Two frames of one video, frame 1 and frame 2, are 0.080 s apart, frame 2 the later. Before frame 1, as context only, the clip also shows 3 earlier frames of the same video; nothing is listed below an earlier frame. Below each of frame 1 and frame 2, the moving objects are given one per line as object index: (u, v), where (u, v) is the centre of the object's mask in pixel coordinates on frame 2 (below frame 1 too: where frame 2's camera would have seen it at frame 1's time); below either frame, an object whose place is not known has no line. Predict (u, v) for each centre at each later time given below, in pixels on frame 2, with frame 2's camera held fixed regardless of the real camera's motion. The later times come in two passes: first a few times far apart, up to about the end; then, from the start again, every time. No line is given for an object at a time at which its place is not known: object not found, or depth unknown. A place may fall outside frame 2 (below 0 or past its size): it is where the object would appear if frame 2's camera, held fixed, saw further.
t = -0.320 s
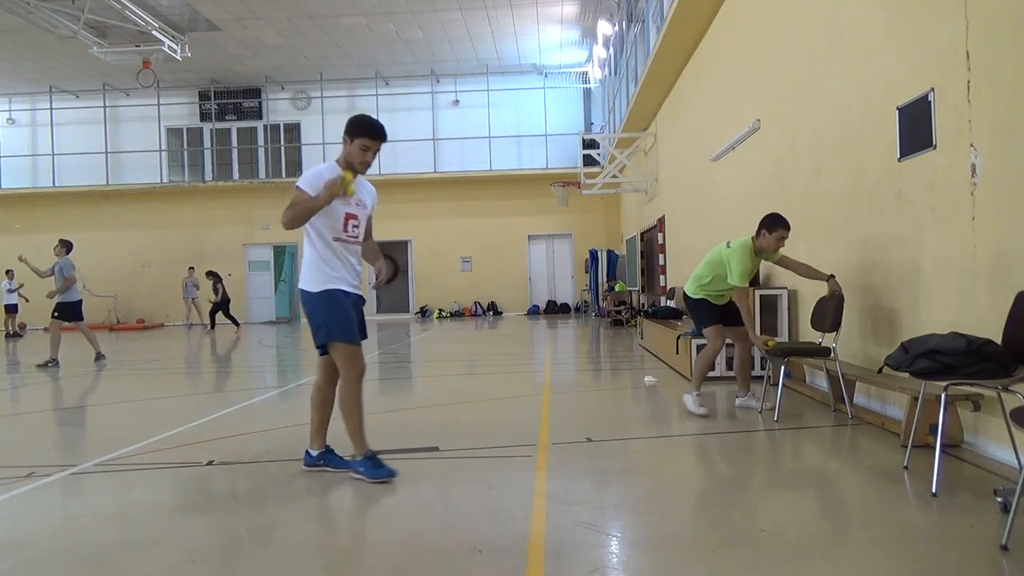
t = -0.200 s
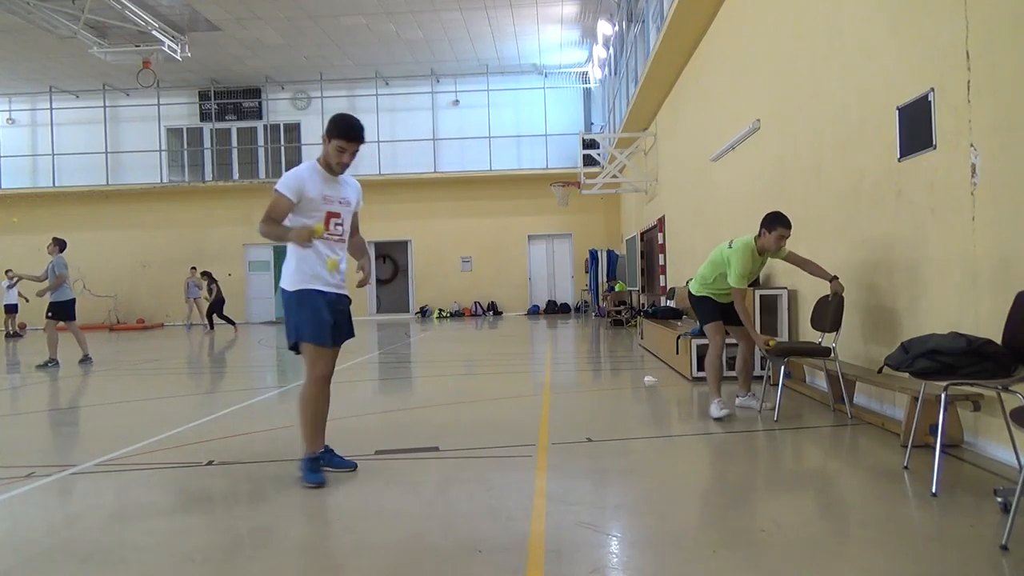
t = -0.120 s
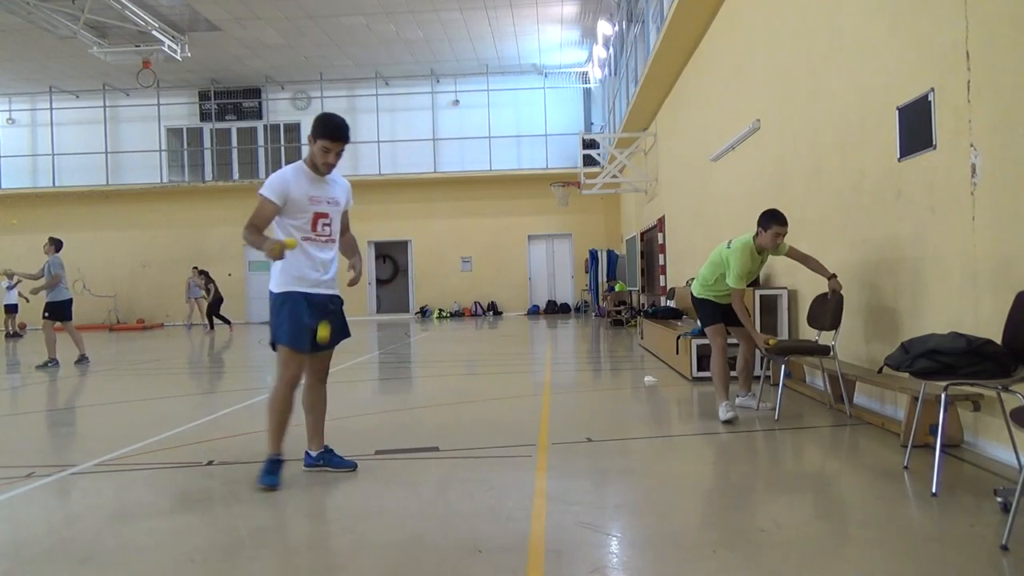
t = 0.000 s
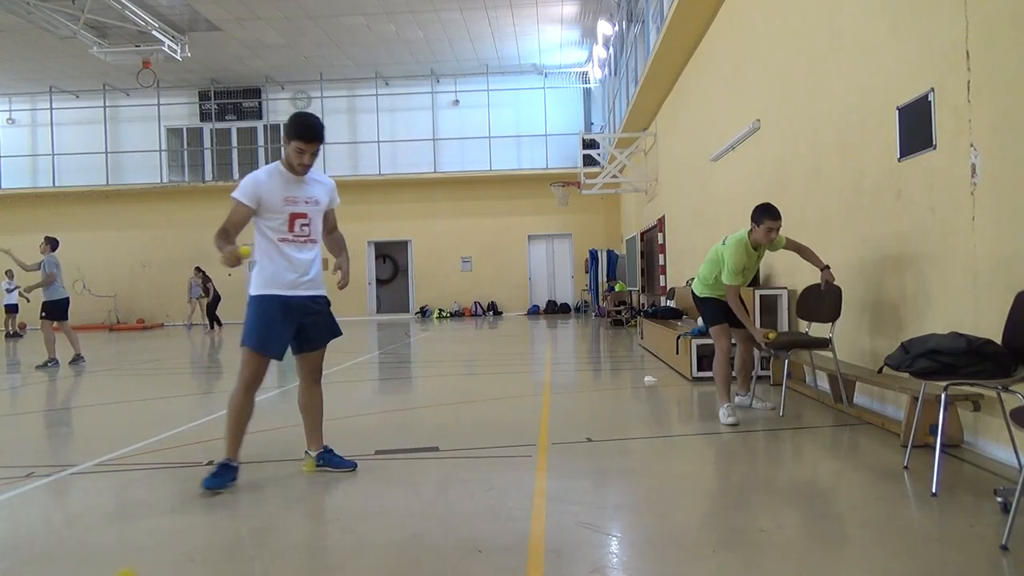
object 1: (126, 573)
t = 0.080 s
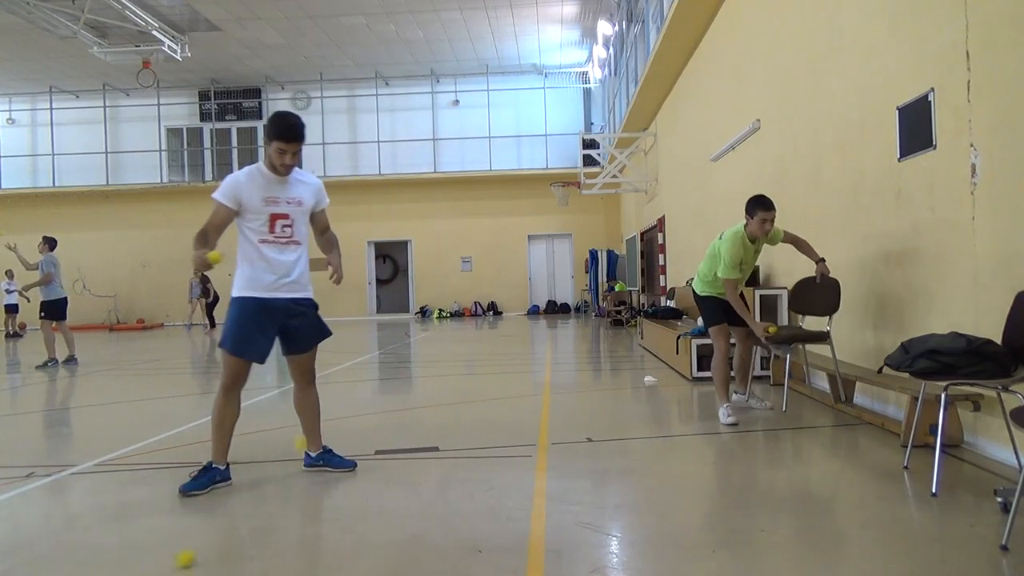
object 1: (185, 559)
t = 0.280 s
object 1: (306, 521)
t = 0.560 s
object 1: (430, 483)
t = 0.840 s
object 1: (520, 456)
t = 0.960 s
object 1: (553, 446)
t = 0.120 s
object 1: (212, 549)
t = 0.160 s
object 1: (237, 542)
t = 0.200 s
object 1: (261, 534)
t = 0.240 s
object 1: (285, 527)
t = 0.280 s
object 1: (306, 521)
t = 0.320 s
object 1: (326, 514)
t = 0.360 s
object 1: (346, 508)
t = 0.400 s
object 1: (364, 502)
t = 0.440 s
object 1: (382, 497)
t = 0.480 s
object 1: (399, 492)
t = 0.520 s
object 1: (415, 487)
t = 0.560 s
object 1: (430, 483)
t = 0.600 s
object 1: (445, 478)
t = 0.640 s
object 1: (459, 474)
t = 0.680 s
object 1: (472, 470)
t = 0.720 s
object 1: (484, 466)
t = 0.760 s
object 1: (498, 462)
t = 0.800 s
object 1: (510, 458)
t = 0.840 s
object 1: (520, 456)
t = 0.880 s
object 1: (532, 451)
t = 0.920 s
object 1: (542, 448)
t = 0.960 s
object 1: (553, 446)
